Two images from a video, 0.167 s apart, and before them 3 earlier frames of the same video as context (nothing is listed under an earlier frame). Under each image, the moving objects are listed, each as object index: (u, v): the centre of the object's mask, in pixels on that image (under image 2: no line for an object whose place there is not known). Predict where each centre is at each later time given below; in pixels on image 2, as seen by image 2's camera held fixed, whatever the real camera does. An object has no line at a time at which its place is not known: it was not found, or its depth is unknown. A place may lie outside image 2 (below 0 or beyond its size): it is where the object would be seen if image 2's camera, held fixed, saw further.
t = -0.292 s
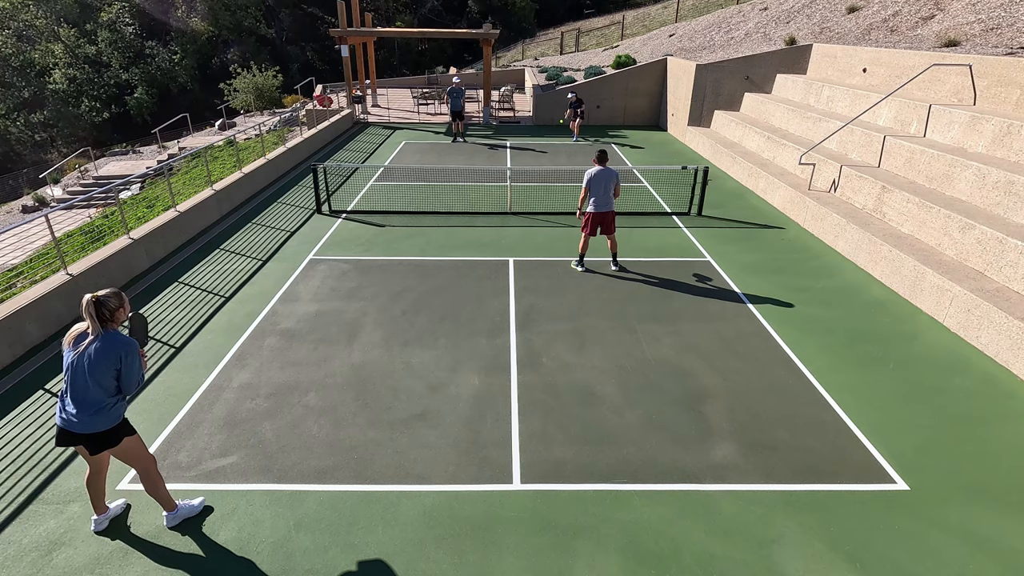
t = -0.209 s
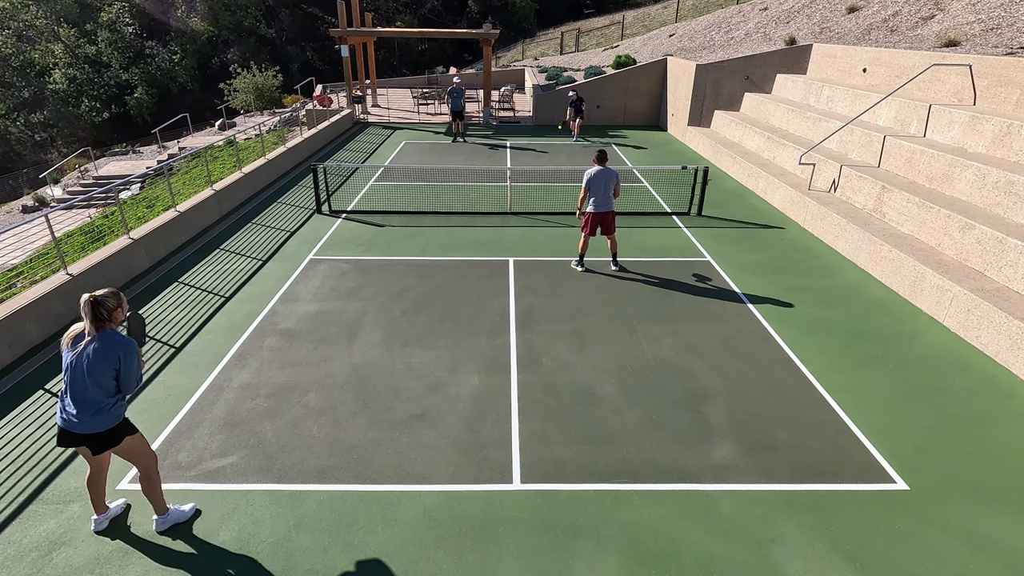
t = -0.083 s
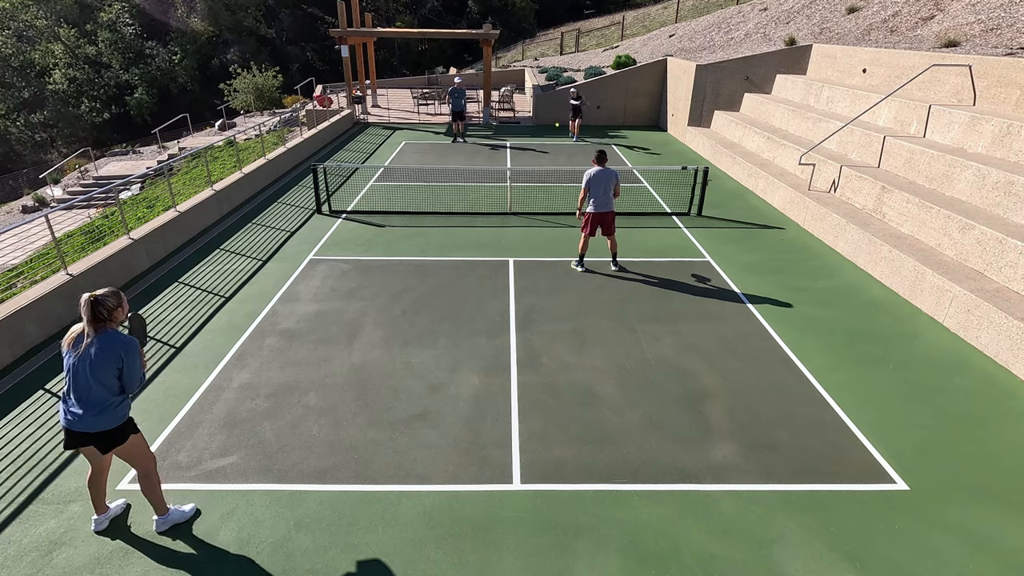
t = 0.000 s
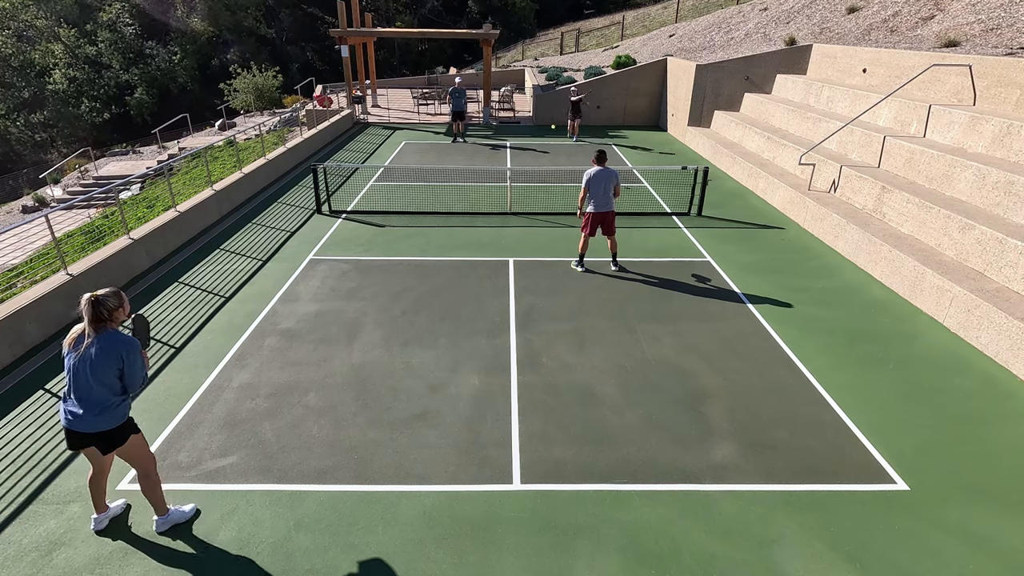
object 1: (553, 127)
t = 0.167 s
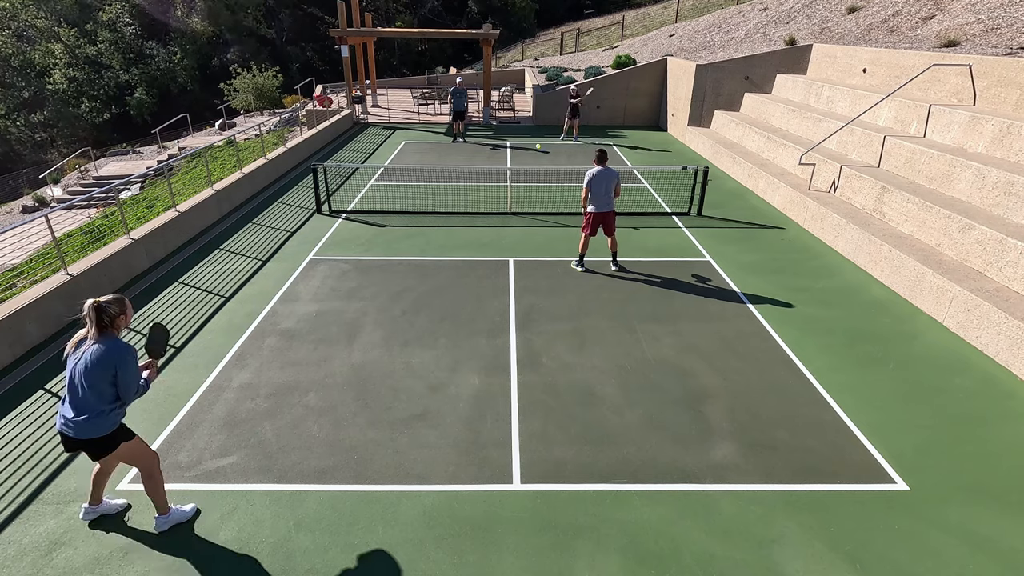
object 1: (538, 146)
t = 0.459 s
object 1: (482, 254)
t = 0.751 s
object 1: (382, 374)
